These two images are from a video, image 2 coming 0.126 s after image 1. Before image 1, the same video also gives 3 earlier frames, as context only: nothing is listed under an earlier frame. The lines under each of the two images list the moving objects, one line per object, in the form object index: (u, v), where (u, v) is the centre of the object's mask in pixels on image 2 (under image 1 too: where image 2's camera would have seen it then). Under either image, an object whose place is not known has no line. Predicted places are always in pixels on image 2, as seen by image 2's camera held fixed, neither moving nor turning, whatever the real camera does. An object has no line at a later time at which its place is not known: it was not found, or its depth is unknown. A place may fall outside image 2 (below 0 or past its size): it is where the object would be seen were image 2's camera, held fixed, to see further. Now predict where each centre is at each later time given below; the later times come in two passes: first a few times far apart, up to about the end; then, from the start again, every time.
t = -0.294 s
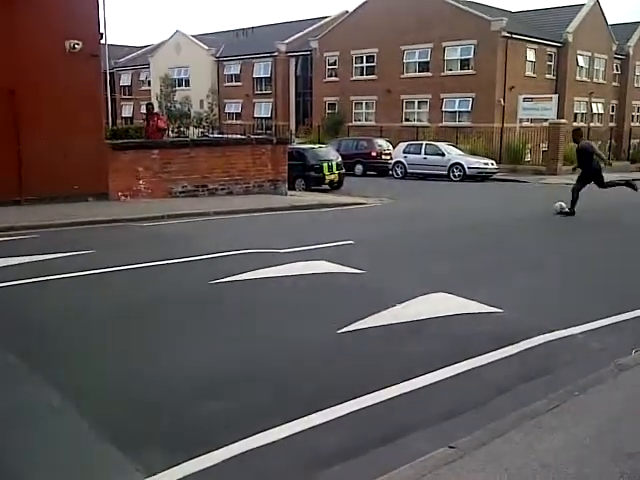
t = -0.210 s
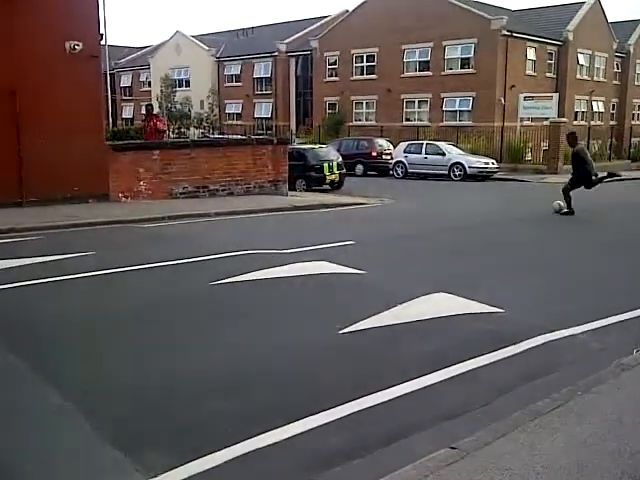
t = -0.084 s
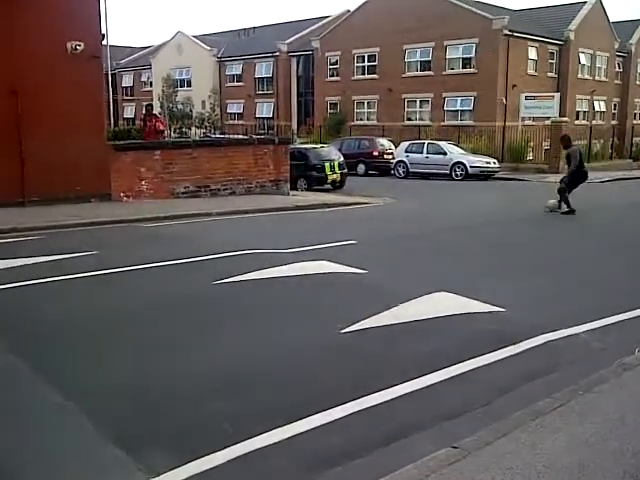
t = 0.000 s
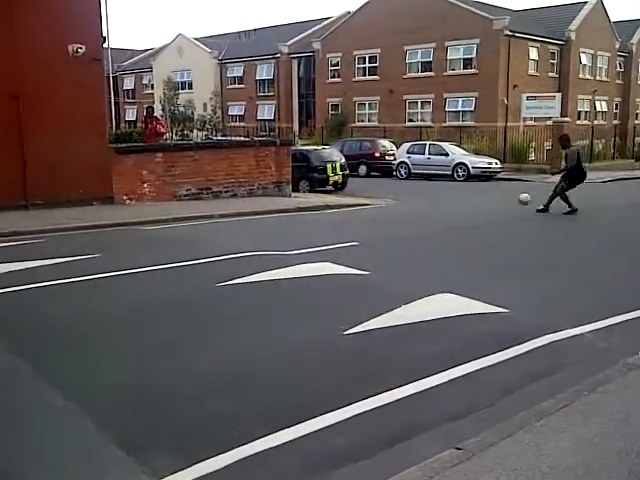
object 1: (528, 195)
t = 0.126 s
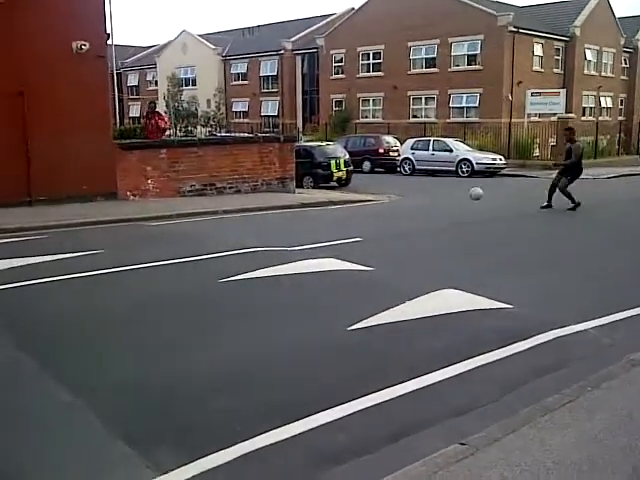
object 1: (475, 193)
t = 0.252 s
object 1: (414, 202)
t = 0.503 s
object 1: (269, 232)
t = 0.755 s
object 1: (96, 255)
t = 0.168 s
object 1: (456, 195)
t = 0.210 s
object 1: (436, 198)
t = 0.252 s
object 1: (414, 202)
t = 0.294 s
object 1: (391, 208)
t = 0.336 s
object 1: (366, 216)
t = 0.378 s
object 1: (340, 224)
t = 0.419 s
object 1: (313, 236)
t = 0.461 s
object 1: (291, 233)
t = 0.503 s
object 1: (269, 232)
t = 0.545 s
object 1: (245, 231)
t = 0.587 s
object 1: (220, 231)
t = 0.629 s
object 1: (191, 235)
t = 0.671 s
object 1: (162, 239)
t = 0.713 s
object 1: (130, 245)
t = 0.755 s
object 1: (96, 255)
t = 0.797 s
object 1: (60, 268)
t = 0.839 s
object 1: (23, 280)
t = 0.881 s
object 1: (-7, 279)
